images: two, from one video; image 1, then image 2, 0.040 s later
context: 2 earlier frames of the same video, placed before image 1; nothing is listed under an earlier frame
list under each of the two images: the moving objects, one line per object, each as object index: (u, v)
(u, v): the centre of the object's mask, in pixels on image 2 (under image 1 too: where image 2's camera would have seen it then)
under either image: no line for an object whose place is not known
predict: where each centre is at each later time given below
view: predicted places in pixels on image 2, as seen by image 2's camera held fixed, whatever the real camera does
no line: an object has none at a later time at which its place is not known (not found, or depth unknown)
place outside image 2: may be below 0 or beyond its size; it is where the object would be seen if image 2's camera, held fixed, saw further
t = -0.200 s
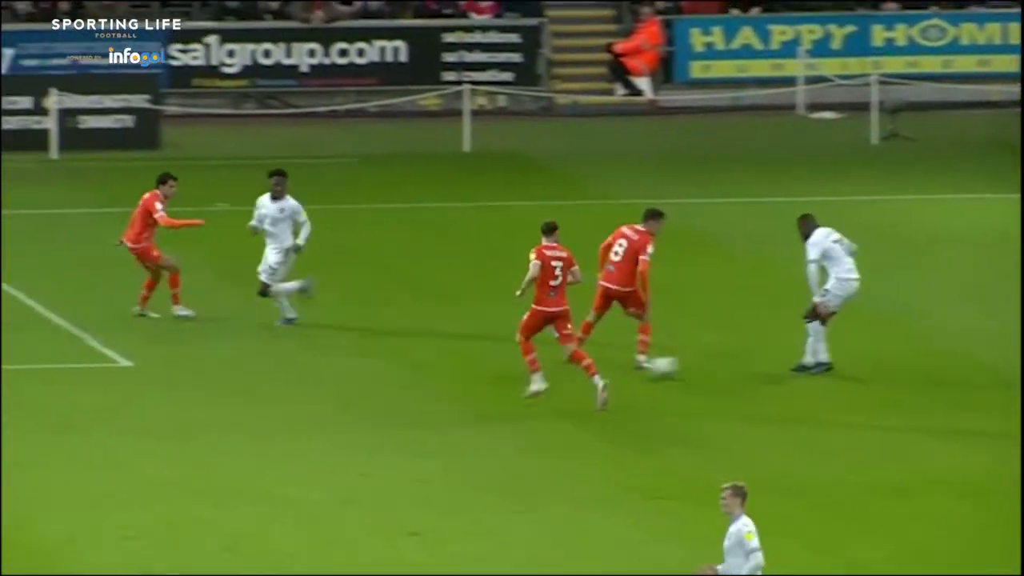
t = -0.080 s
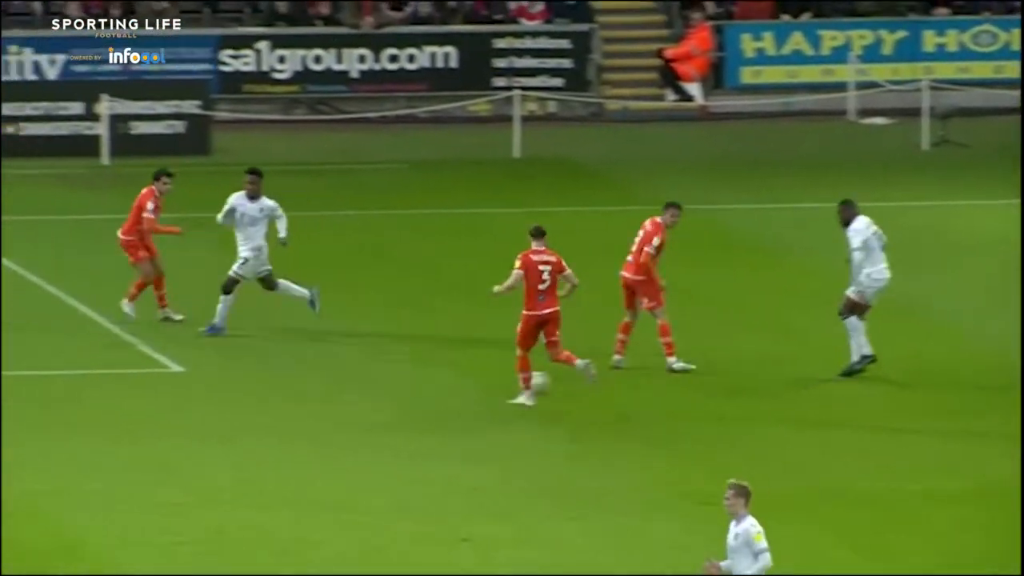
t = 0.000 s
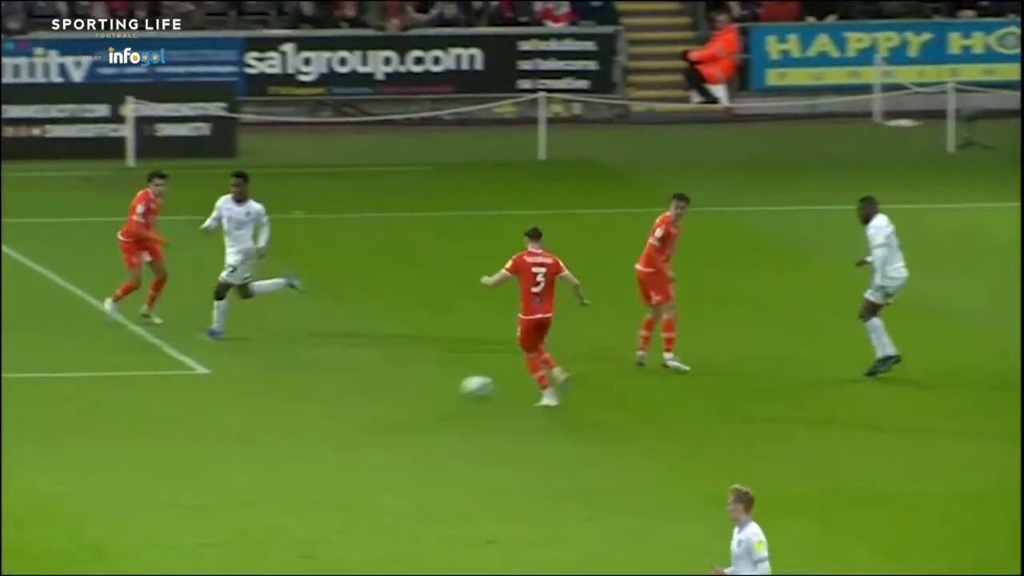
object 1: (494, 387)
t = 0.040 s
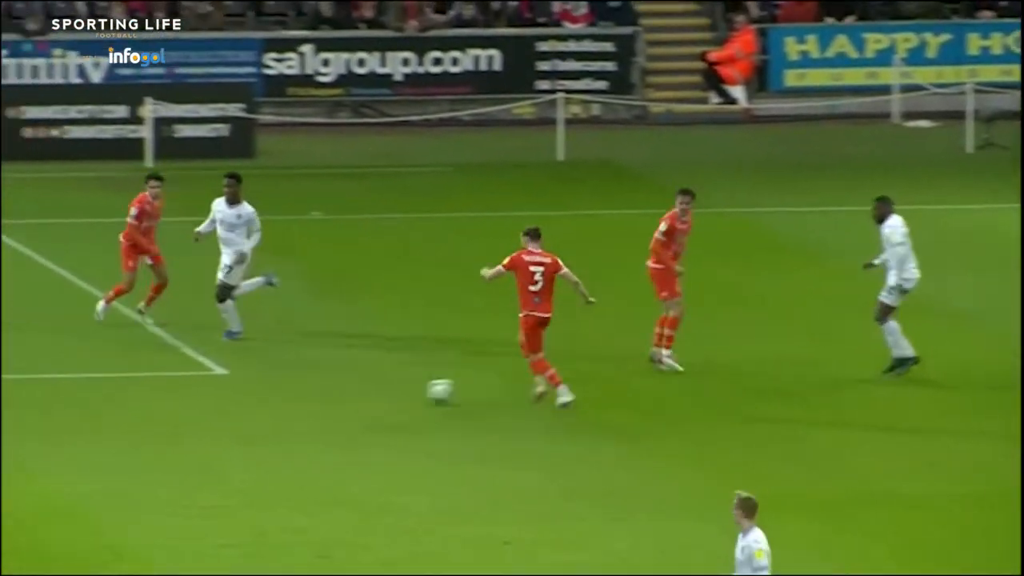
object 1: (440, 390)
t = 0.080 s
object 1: (387, 396)
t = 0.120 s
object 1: (336, 400)
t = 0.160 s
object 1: (311, 401)
